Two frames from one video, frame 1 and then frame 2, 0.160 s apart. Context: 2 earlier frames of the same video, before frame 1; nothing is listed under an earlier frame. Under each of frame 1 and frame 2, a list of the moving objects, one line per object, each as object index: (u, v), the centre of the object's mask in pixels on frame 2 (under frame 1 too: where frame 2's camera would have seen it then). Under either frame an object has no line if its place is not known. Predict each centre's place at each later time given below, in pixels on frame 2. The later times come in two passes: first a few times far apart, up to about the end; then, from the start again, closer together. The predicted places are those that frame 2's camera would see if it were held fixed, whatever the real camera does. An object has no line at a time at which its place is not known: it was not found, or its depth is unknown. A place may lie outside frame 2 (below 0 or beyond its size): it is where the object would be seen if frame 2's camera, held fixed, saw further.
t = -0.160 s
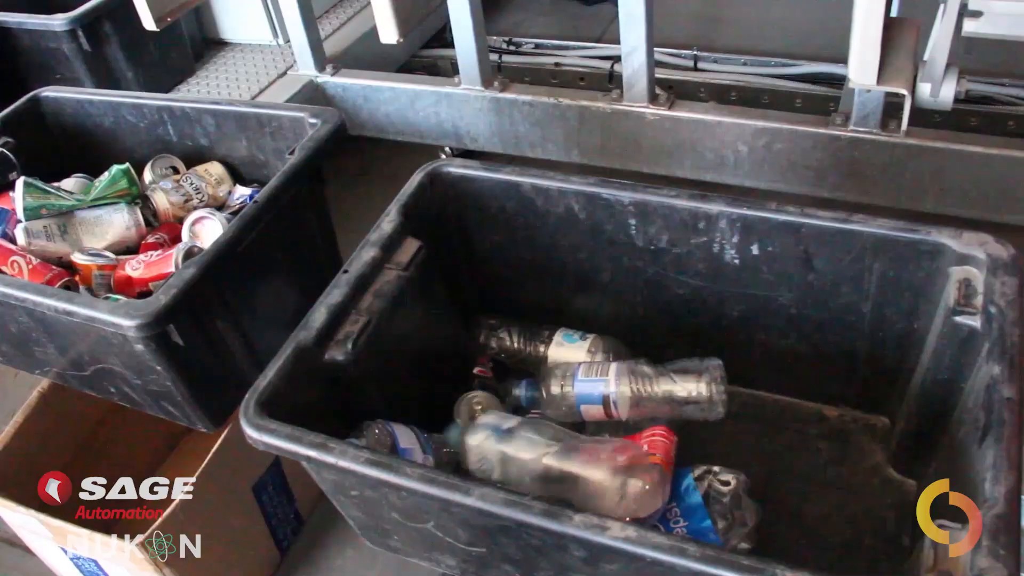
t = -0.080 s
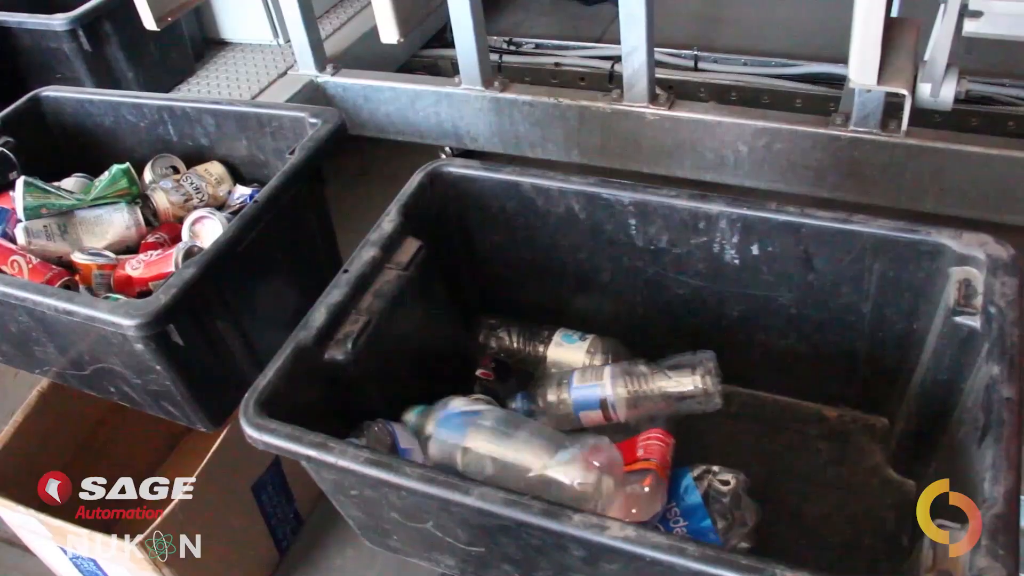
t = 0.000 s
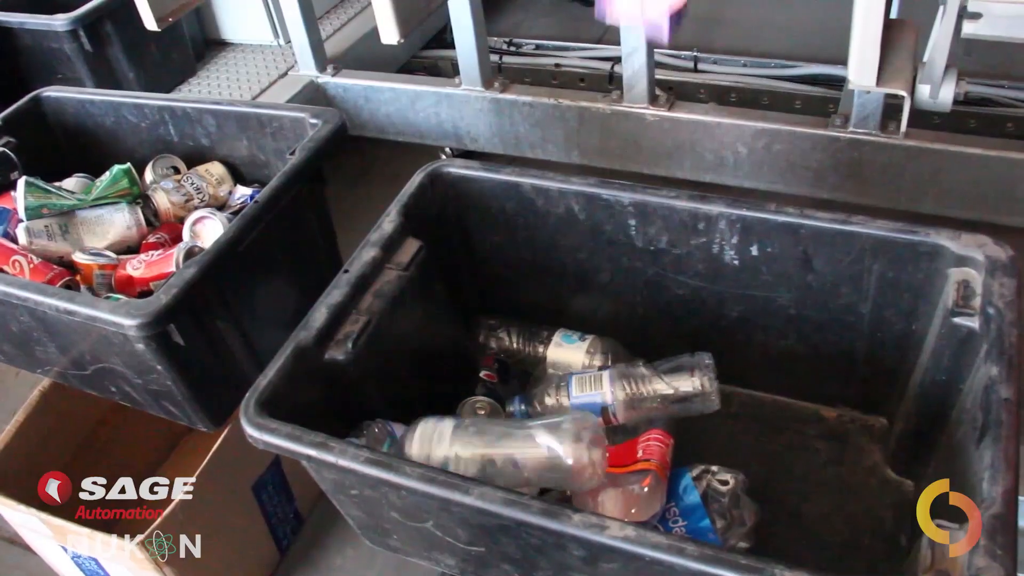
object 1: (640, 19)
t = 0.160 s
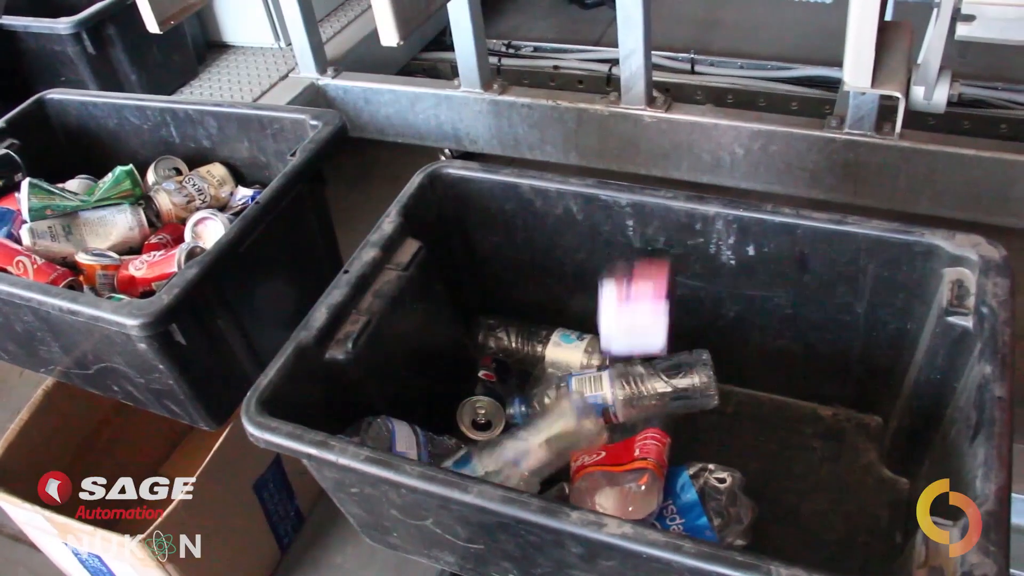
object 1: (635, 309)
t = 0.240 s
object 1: (661, 355)
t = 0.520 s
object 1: (743, 424)
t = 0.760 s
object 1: (748, 451)
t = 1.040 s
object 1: (772, 460)
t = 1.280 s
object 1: (794, 455)
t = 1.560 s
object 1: (788, 447)
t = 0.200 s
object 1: (645, 360)
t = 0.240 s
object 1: (661, 355)
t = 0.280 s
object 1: (677, 356)
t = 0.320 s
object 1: (689, 387)
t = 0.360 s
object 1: (703, 405)
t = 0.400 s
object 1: (716, 425)
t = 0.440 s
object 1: (727, 417)
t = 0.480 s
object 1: (735, 415)
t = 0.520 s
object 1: (743, 424)
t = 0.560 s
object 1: (749, 449)
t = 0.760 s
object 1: (748, 451)
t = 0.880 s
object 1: (767, 462)
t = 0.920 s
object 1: (768, 463)
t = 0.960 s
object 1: (770, 462)
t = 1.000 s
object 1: (771, 463)
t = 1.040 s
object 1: (772, 460)
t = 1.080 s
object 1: (774, 457)
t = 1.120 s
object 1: (776, 453)
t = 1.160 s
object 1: (779, 447)
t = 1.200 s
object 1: (782, 445)
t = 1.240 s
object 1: (787, 448)
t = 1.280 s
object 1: (794, 455)
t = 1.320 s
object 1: (796, 457)
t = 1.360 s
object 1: (798, 459)
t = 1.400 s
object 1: (797, 459)
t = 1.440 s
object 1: (793, 457)
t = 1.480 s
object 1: (788, 454)
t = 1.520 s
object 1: (787, 449)
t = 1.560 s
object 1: (788, 447)
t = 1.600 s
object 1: (788, 448)
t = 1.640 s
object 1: (789, 452)
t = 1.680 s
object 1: (788, 454)
